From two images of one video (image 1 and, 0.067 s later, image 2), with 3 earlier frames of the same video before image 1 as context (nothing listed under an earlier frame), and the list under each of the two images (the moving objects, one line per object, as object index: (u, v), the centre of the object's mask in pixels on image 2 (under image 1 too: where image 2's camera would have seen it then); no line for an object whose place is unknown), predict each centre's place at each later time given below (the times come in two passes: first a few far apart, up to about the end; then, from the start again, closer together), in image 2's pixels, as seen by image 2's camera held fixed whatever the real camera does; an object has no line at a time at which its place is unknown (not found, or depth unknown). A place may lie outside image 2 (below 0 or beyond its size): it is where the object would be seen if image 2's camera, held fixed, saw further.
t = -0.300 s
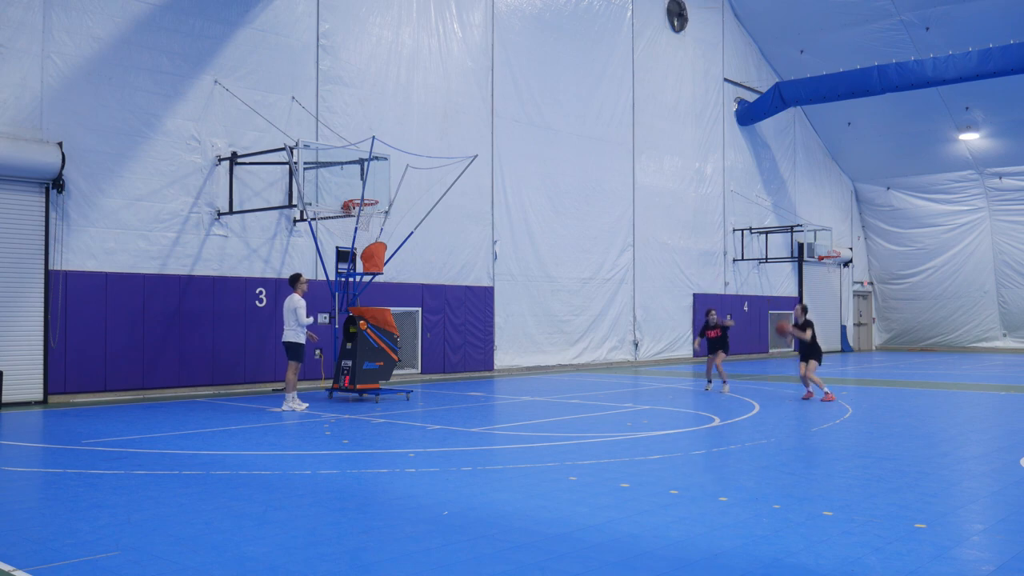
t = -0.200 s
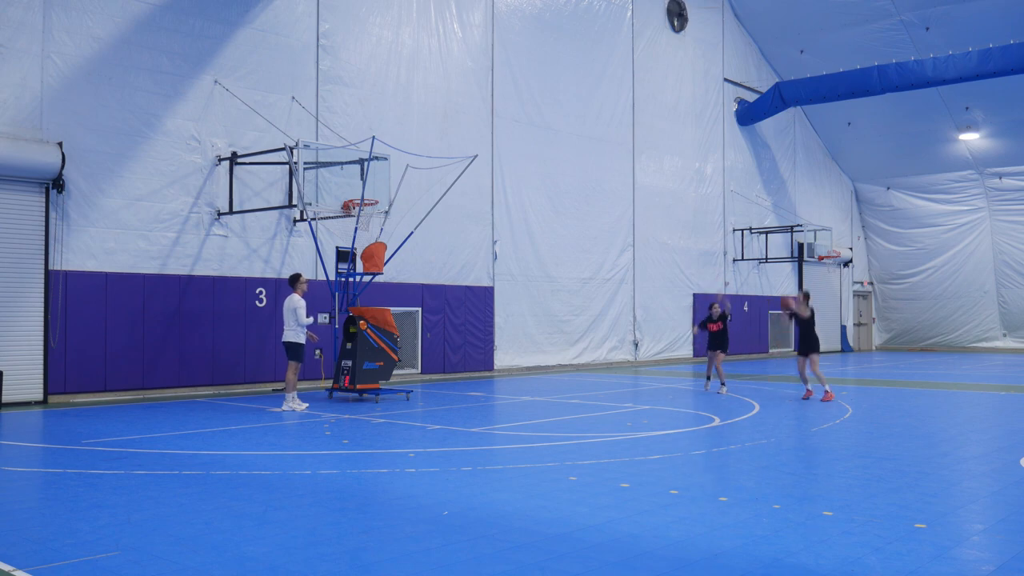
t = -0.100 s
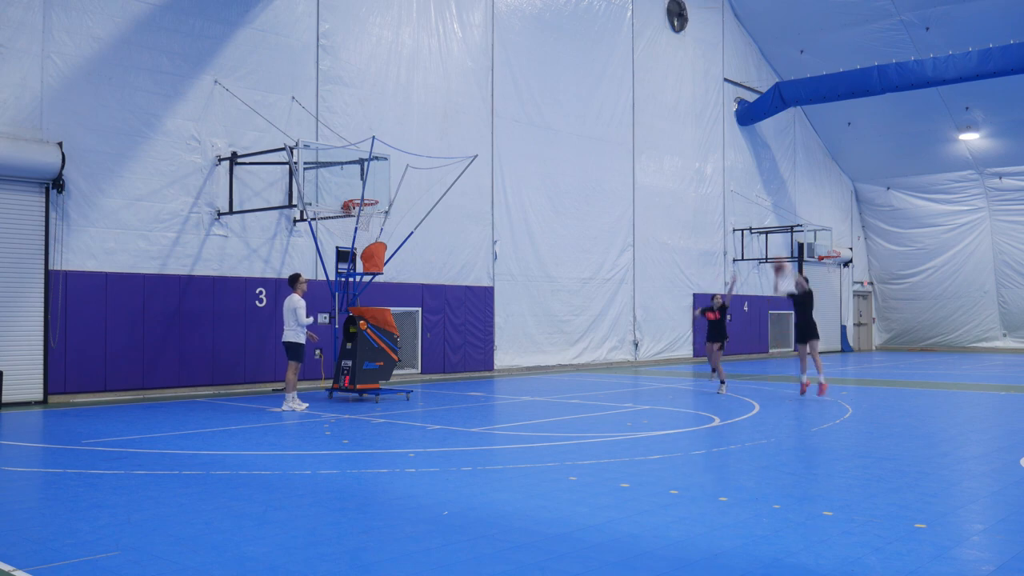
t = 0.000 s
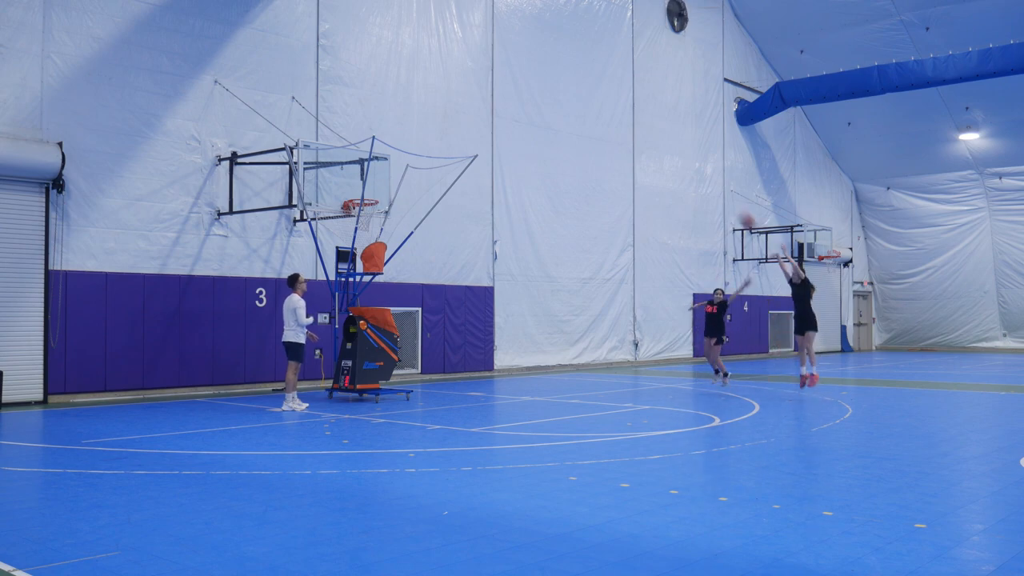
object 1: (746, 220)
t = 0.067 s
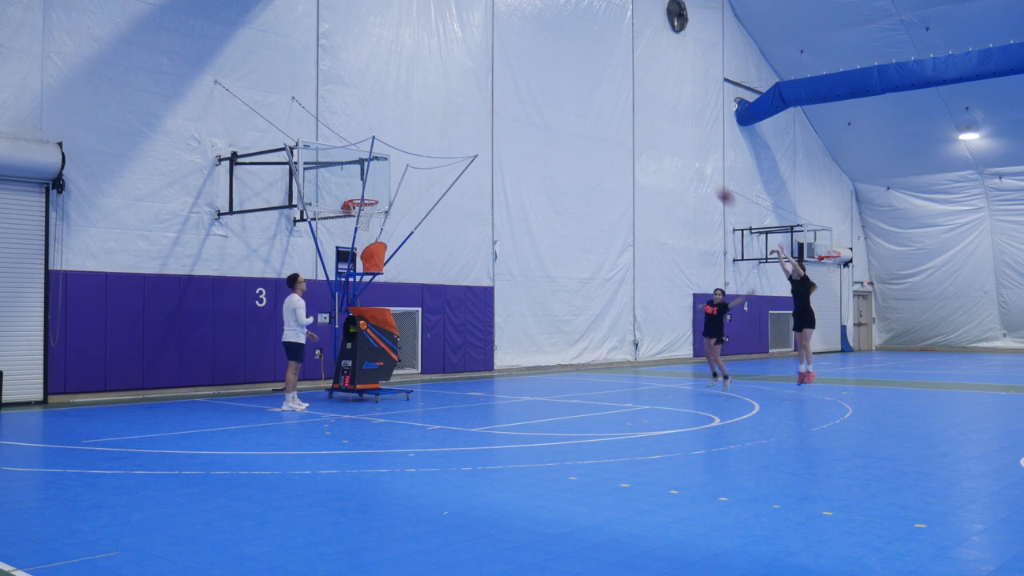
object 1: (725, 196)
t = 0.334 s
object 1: (637, 121)
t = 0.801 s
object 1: (491, 99)
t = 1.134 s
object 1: (391, 166)
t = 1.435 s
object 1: (362, 208)
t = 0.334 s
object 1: (637, 121)
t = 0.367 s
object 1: (626, 115)
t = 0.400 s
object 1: (616, 110)
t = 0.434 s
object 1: (605, 105)
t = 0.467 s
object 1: (594, 101)
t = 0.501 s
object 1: (584, 98)
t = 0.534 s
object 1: (574, 95)
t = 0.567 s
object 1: (563, 94)
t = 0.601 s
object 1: (553, 92)
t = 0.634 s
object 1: (543, 92)
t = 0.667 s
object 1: (532, 92)
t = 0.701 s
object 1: (521, 93)
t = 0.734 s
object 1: (512, 94)
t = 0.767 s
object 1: (501, 96)
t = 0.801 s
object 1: (491, 99)
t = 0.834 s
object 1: (481, 103)
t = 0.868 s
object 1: (471, 107)
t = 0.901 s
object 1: (461, 112)
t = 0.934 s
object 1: (451, 117)
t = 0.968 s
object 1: (441, 124)
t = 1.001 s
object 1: (431, 131)
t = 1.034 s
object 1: (421, 138)
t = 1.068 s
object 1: (412, 146)
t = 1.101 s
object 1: (401, 156)
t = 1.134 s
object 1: (391, 166)
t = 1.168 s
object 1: (382, 175)
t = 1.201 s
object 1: (372, 187)
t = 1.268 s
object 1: (359, 205)
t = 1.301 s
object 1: (354, 212)
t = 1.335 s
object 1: (353, 212)
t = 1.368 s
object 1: (356, 210)
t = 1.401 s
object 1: (359, 209)
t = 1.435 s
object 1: (362, 208)
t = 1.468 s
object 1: (363, 209)
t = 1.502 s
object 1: (366, 210)
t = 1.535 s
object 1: (367, 211)
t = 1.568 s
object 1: (367, 214)
